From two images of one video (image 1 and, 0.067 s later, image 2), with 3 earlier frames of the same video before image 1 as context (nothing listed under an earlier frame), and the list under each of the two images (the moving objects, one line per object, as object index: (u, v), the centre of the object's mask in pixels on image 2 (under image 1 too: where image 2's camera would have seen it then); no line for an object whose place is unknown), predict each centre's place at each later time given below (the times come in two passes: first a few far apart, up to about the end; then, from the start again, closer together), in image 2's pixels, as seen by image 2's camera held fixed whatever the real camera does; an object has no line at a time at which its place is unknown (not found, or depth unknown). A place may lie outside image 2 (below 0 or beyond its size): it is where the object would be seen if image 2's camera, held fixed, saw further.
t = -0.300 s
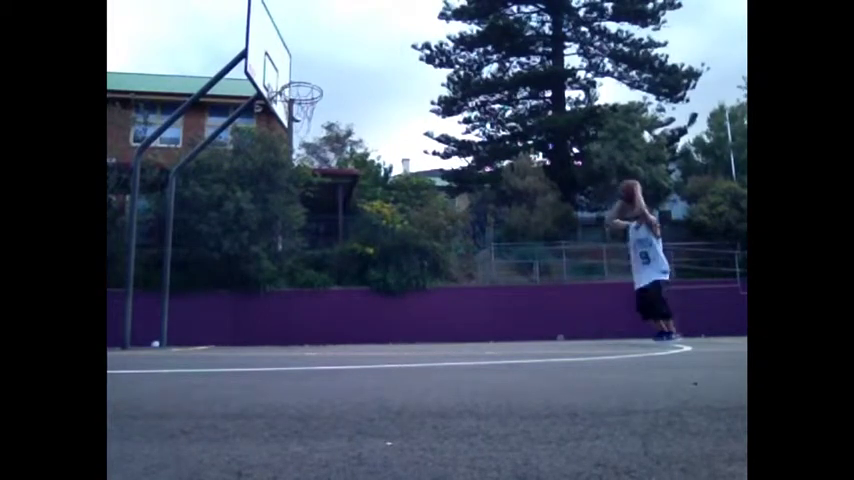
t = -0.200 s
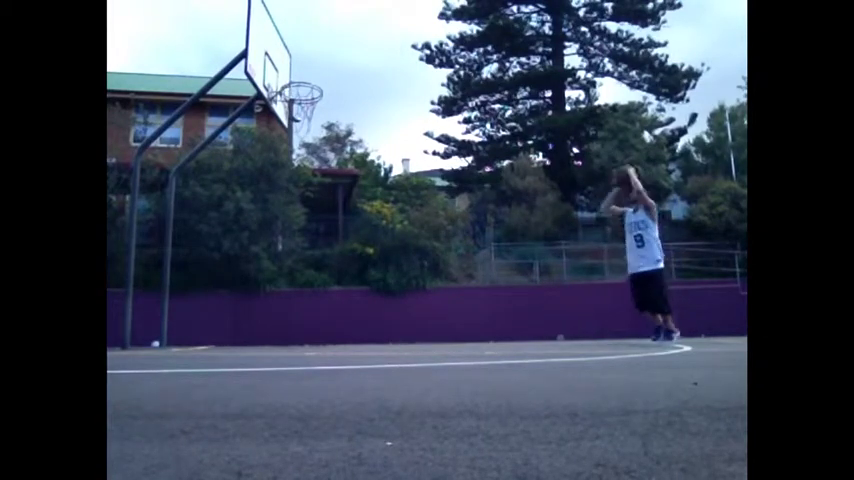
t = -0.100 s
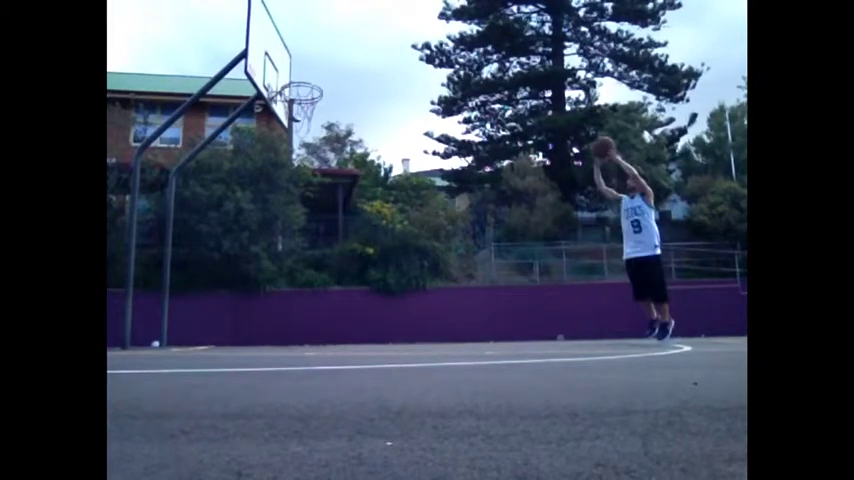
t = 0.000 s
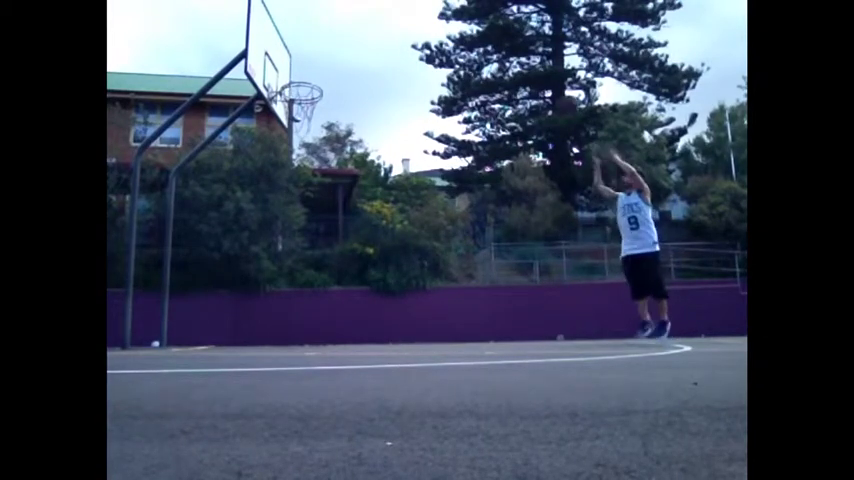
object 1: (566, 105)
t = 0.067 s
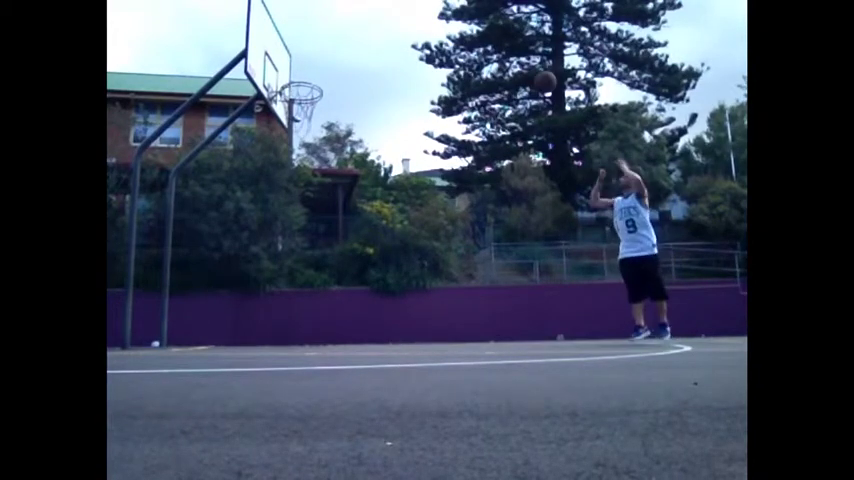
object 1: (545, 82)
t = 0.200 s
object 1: (502, 45)
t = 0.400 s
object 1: (439, 23)
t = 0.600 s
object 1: (379, 30)
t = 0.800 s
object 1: (321, 68)
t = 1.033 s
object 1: (272, 123)
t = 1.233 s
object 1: (251, 175)
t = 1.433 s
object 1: (225, 265)
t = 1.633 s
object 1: (214, 299)
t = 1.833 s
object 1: (226, 222)
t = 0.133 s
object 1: (523, 63)
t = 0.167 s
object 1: (511, 54)
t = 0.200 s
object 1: (502, 45)
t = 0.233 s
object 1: (491, 41)
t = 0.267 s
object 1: (479, 37)
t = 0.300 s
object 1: (470, 35)
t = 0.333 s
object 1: (459, 29)
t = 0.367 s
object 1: (449, 24)
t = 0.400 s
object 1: (439, 23)
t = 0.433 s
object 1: (429, 22)
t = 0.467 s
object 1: (419, 22)
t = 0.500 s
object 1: (409, 23)
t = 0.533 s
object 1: (399, 24)
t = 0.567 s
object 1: (389, 26)
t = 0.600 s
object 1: (379, 30)
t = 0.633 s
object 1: (369, 34)
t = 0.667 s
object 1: (360, 39)
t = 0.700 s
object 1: (350, 45)
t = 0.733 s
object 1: (340, 52)
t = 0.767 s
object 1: (330, 60)
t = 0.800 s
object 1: (321, 68)
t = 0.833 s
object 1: (311, 77)
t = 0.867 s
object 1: (301, 89)
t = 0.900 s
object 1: (291, 100)
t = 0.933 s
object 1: (284, 107)
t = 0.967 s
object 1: (281, 111)
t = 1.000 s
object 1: (277, 117)
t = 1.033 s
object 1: (272, 123)
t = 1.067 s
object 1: (268, 128)
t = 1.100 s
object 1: (265, 136)
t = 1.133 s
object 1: (261, 145)
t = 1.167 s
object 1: (259, 152)
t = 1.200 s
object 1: (257, 162)
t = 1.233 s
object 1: (251, 175)
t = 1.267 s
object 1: (248, 188)
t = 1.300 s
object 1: (243, 201)
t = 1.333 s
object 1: (240, 215)
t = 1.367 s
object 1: (236, 231)
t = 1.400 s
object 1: (232, 247)
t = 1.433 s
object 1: (225, 265)
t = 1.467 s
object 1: (222, 284)
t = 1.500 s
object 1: (218, 303)
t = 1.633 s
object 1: (214, 299)
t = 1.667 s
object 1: (216, 284)
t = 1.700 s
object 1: (217, 272)
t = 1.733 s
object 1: (220, 258)
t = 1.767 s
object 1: (222, 245)
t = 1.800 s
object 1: (224, 233)
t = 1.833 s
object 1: (226, 222)
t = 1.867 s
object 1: (230, 214)
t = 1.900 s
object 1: (232, 207)
